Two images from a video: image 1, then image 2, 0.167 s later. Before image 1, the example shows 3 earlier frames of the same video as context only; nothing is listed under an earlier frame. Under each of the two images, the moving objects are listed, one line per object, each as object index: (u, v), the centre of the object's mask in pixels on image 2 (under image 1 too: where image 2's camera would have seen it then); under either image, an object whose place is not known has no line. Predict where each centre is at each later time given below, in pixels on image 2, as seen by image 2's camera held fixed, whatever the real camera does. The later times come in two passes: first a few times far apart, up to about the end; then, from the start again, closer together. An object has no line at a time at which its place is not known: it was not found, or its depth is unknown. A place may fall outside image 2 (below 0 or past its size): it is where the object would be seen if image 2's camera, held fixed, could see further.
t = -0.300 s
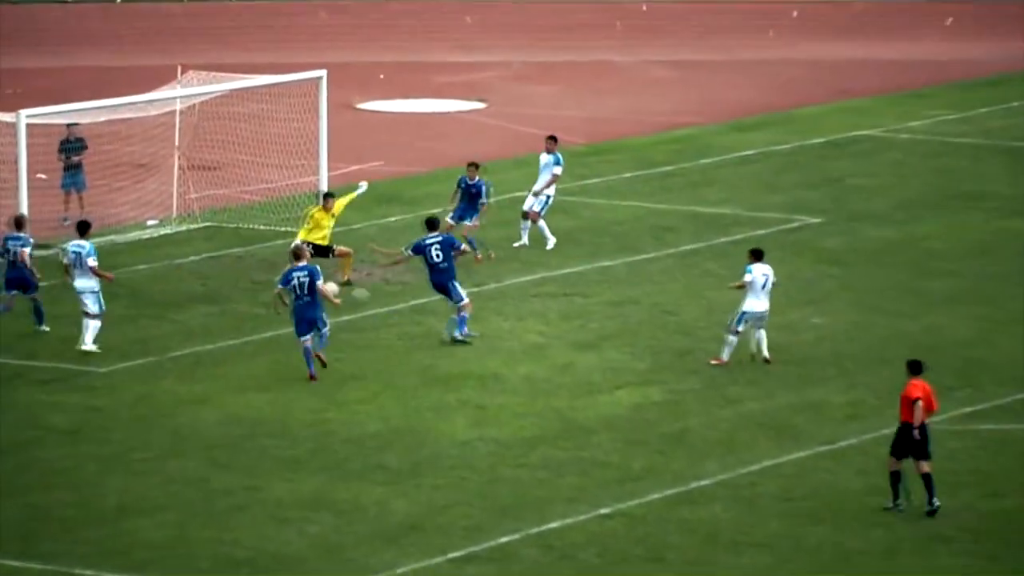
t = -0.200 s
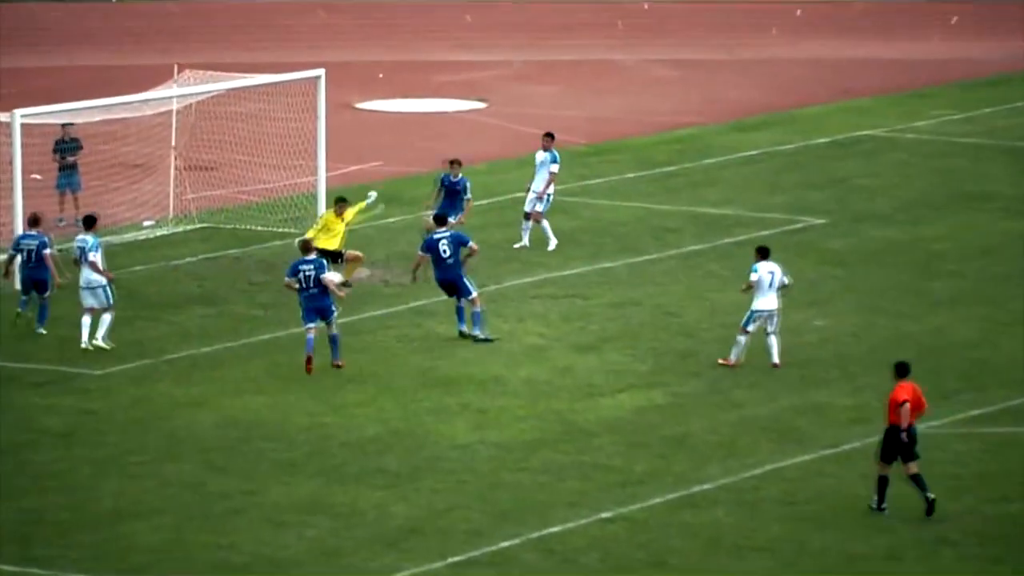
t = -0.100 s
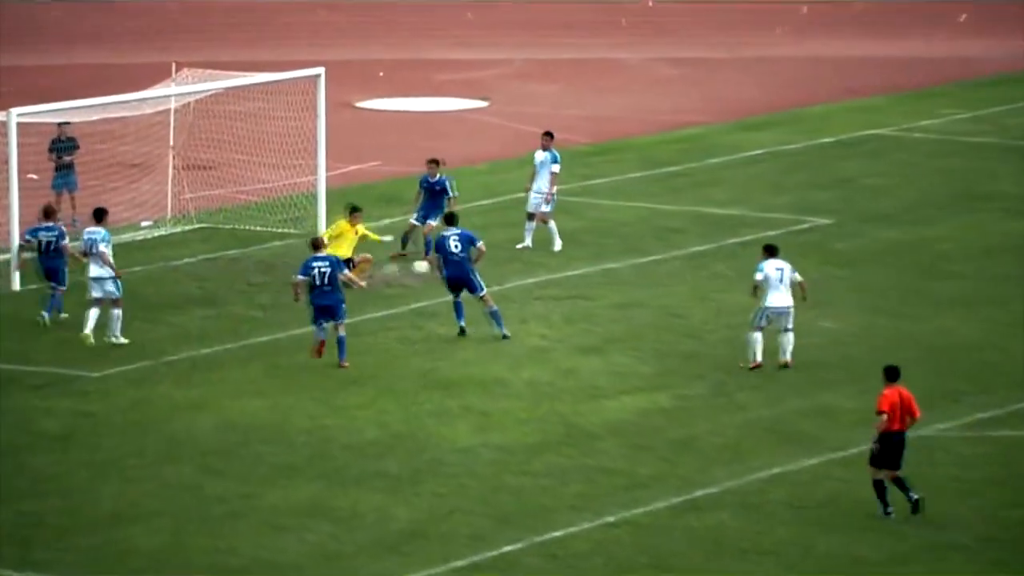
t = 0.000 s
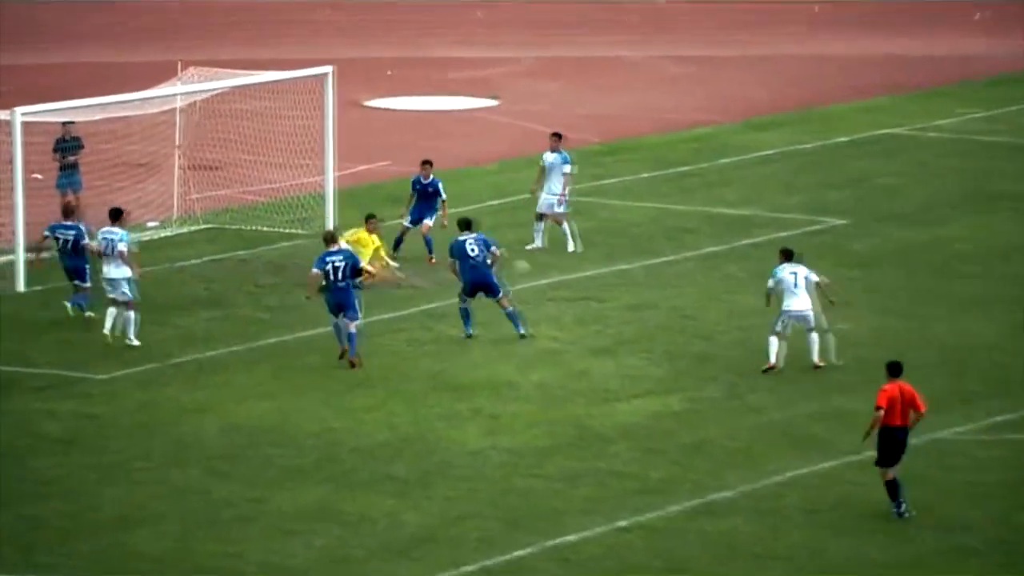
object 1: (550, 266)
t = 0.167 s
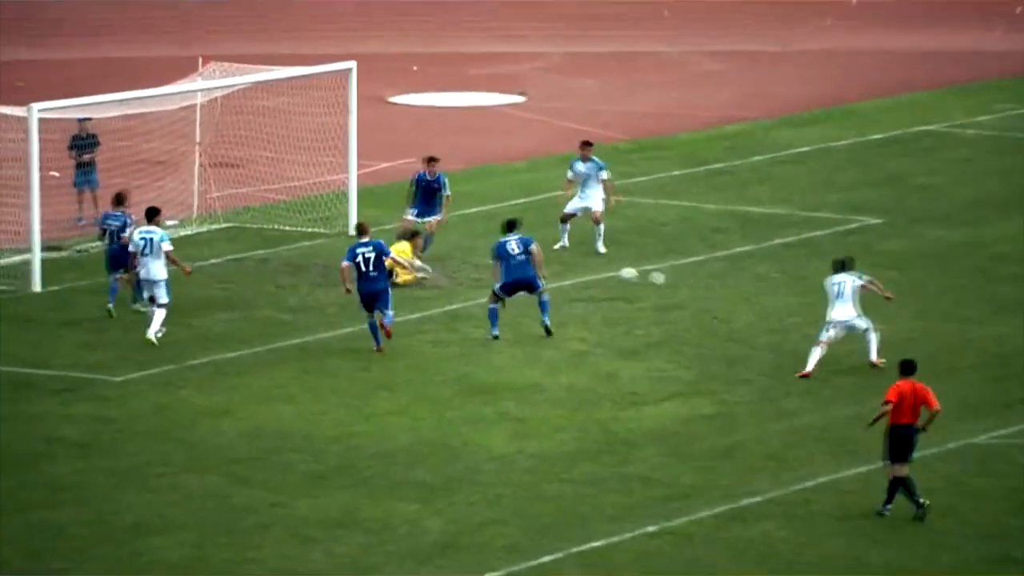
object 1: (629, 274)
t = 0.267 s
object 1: (710, 289)
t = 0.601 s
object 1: (869, 283)
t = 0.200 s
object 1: (657, 279)
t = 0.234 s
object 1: (685, 286)
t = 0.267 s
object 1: (710, 289)
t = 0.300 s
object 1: (730, 282)
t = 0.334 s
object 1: (748, 279)
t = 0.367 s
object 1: (766, 276)
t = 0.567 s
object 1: (850, 279)
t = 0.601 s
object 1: (869, 283)
